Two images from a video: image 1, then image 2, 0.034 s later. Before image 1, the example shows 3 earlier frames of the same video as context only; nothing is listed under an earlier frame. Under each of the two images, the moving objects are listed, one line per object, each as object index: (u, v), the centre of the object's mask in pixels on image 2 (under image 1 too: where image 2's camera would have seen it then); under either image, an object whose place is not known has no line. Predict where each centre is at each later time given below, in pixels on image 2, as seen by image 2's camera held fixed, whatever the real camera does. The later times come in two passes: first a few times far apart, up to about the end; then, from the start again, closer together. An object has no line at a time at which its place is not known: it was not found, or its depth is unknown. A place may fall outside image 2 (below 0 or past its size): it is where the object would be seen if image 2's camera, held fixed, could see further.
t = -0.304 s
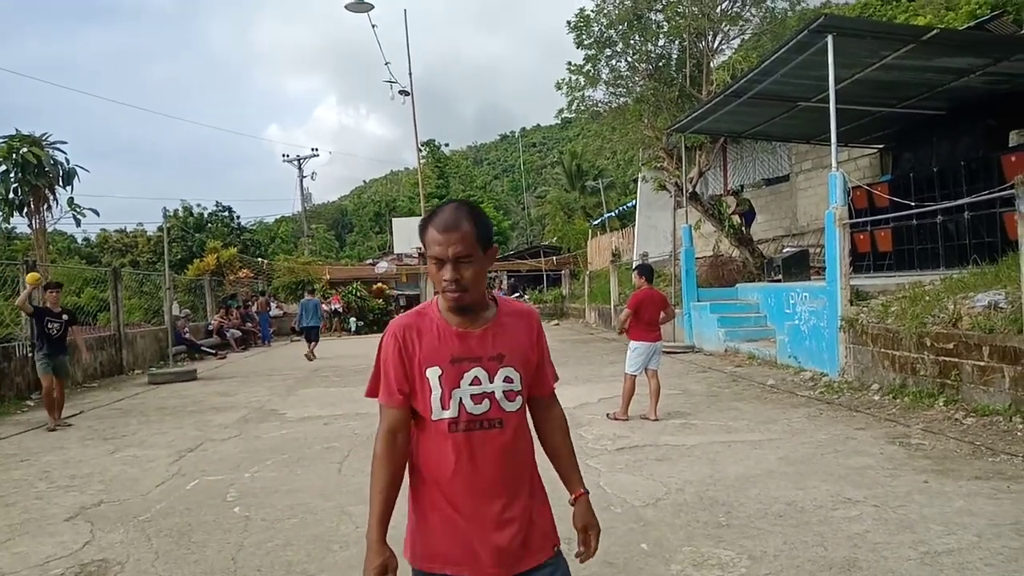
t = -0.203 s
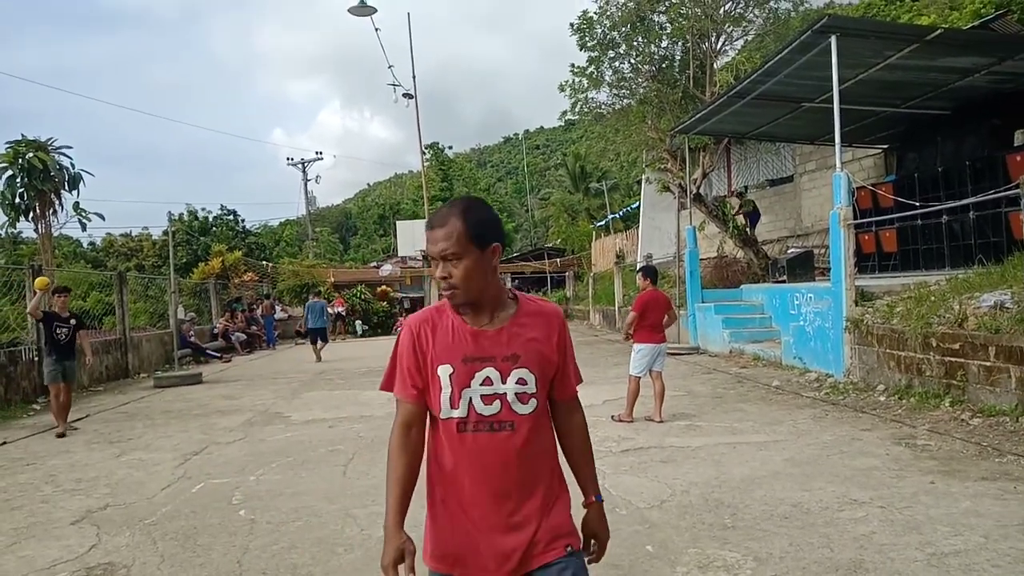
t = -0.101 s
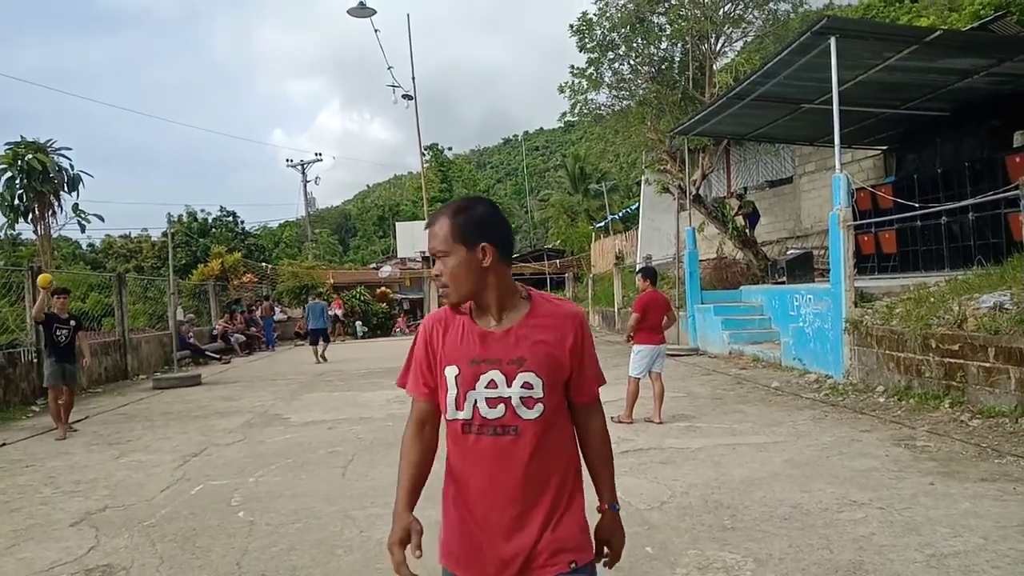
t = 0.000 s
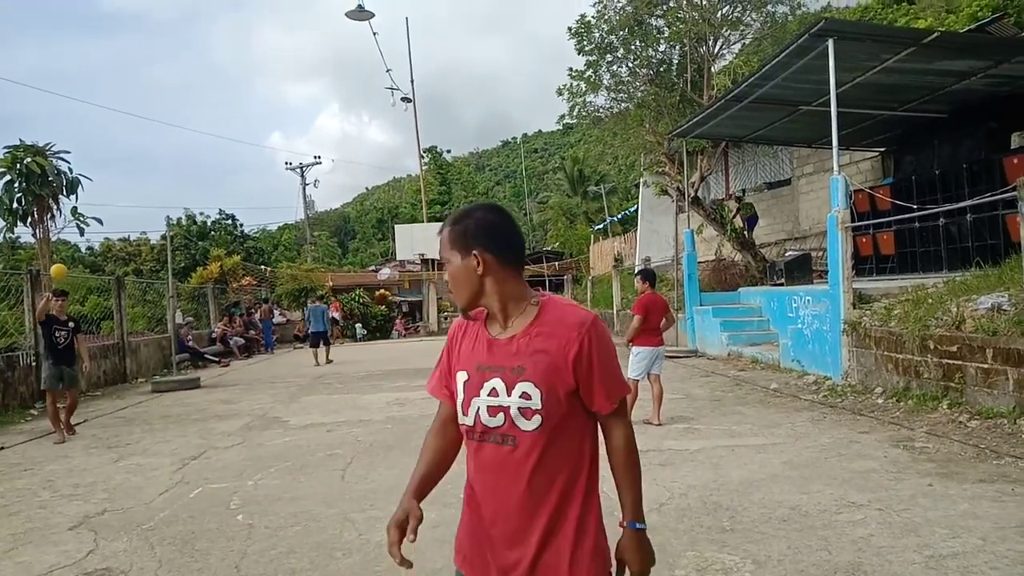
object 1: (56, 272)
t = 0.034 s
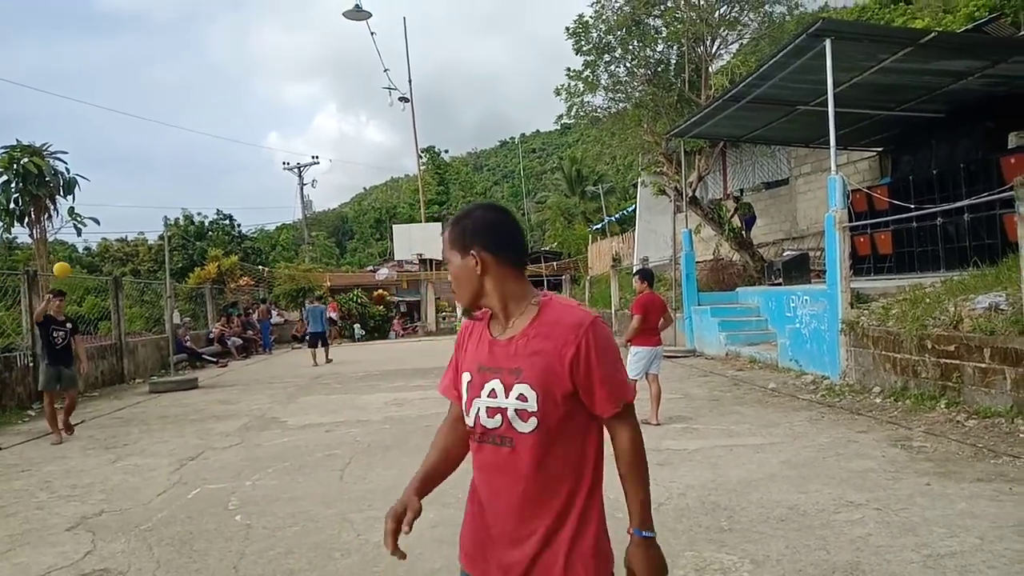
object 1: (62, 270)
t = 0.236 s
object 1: (105, 280)
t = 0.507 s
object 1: (195, 396)
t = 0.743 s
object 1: (285, 481)
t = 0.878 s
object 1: (313, 396)
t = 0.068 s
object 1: (69, 268)
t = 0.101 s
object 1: (74, 268)
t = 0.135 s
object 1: (82, 269)
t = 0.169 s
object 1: (89, 272)
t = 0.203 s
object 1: (97, 275)
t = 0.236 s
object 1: (105, 280)
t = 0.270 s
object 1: (114, 288)
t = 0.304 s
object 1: (124, 296)
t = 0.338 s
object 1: (133, 307)
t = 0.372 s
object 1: (144, 320)
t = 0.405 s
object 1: (156, 335)
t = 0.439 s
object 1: (168, 353)
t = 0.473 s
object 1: (181, 373)
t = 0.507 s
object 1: (195, 396)
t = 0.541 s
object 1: (211, 424)
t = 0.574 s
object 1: (227, 455)
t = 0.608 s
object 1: (245, 490)
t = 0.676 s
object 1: (274, 531)
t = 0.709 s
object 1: (280, 506)
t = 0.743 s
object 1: (285, 481)
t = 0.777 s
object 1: (292, 458)
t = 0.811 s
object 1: (298, 437)
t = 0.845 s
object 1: (305, 416)
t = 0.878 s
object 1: (313, 396)
